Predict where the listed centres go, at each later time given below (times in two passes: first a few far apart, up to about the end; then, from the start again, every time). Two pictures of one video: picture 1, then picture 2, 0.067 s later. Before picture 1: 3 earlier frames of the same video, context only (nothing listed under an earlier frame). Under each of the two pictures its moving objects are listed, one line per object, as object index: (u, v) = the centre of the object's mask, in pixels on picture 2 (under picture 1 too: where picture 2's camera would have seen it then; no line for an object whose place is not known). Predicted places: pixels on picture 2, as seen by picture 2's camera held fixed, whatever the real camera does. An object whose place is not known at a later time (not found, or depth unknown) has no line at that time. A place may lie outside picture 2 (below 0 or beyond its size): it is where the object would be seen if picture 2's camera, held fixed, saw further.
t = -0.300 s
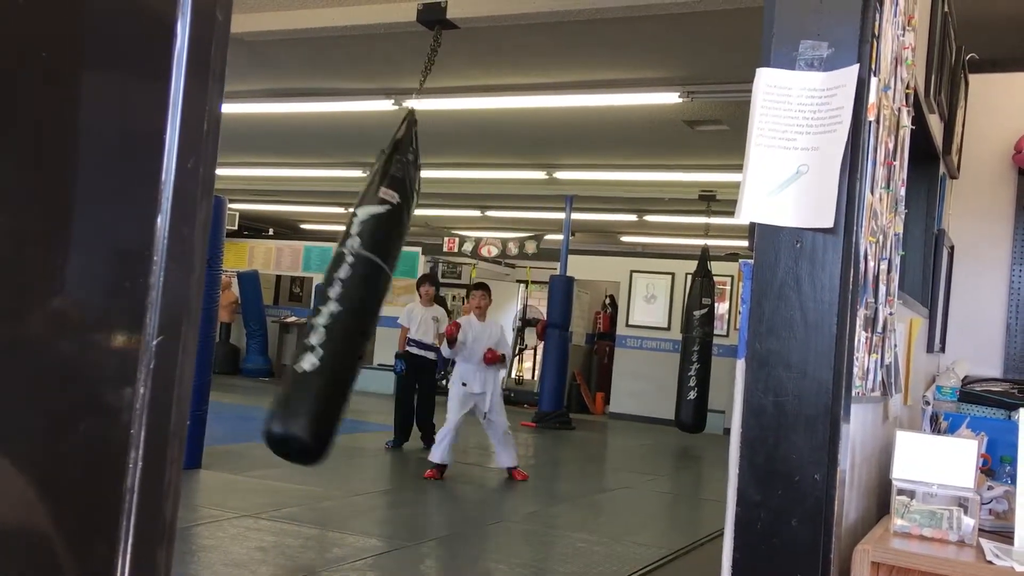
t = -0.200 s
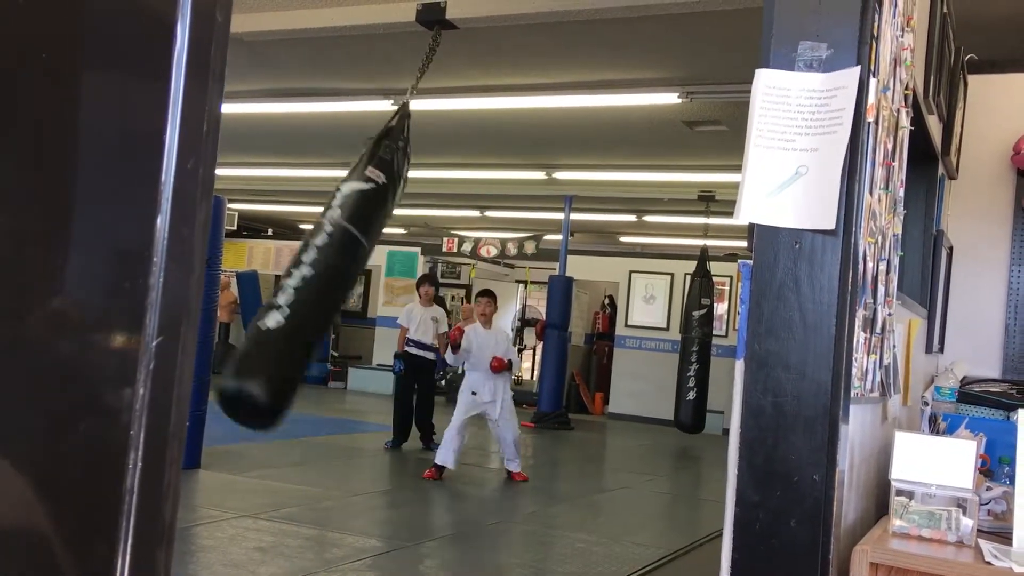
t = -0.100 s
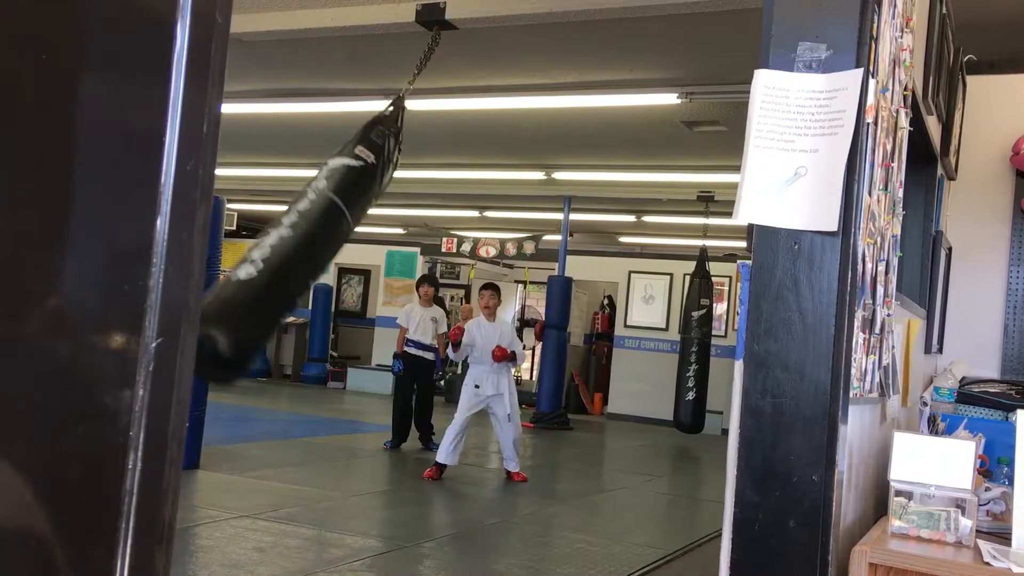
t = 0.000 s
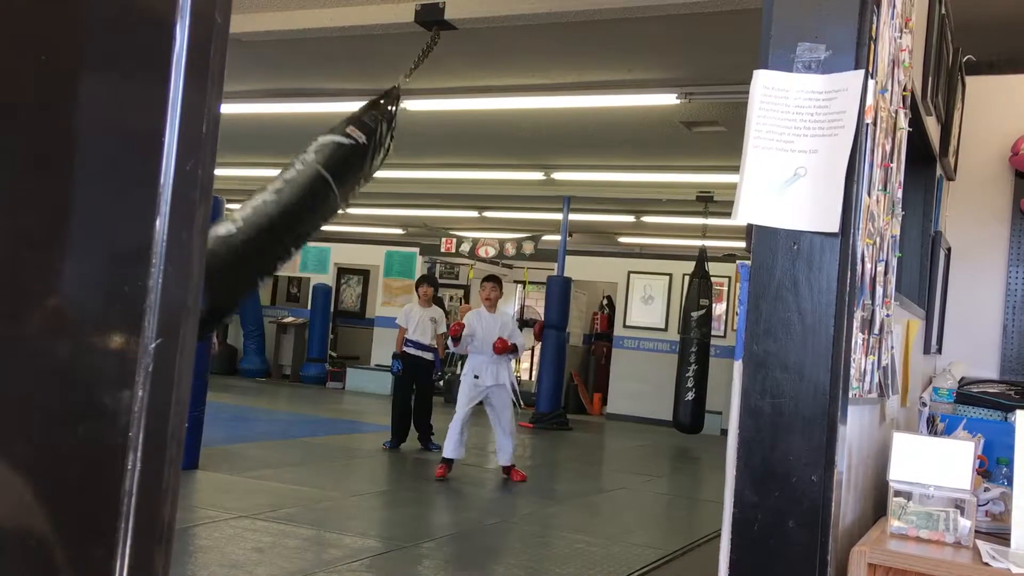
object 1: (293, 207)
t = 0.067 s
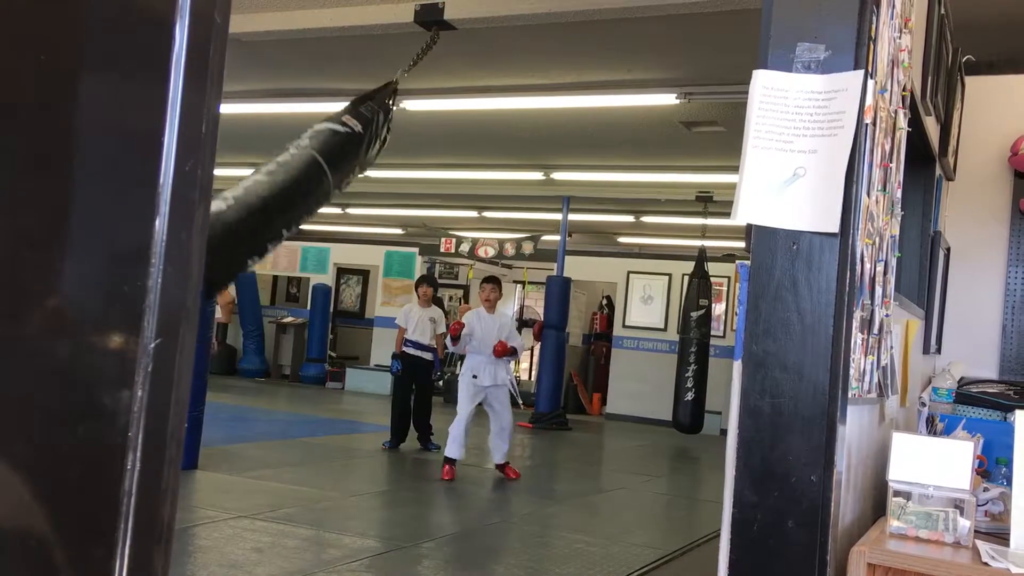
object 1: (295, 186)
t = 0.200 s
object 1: (295, 166)
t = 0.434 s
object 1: (295, 192)
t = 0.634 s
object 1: (302, 265)
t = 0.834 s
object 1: (357, 316)
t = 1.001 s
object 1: (408, 324)
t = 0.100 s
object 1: (295, 178)
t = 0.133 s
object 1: (295, 173)
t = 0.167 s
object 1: (295, 169)
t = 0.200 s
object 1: (295, 166)
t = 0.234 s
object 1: (295, 166)
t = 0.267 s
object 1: (295, 167)
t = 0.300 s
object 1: (295, 168)
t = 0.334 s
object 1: (296, 172)
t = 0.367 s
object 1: (296, 177)
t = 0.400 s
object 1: (295, 183)
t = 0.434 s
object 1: (295, 192)
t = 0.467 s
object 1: (295, 200)
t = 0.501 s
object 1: (295, 212)
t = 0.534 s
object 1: (295, 224)
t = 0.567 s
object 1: (295, 237)
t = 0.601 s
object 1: (298, 251)
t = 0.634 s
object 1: (302, 265)
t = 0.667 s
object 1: (310, 276)
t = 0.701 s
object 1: (318, 285)
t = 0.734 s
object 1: (328, 294)
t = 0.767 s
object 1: (337, 302)
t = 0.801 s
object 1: (347, 309)
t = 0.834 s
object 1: (357, 316)
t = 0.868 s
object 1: (368, 320)
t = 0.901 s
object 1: (378, 322)
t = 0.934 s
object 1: (389, 325)
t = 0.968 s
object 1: (398, 325)
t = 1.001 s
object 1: (408, 324)
